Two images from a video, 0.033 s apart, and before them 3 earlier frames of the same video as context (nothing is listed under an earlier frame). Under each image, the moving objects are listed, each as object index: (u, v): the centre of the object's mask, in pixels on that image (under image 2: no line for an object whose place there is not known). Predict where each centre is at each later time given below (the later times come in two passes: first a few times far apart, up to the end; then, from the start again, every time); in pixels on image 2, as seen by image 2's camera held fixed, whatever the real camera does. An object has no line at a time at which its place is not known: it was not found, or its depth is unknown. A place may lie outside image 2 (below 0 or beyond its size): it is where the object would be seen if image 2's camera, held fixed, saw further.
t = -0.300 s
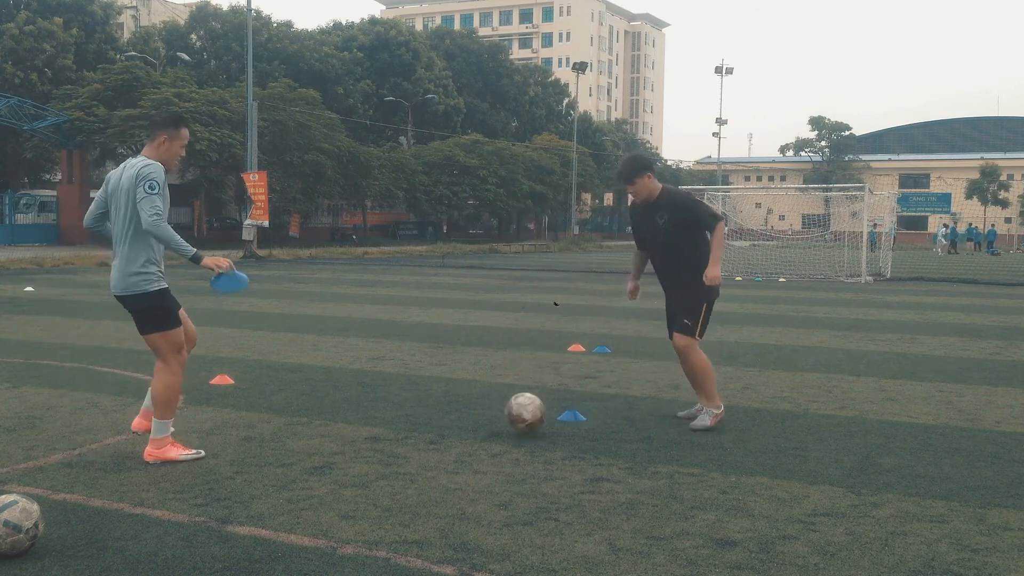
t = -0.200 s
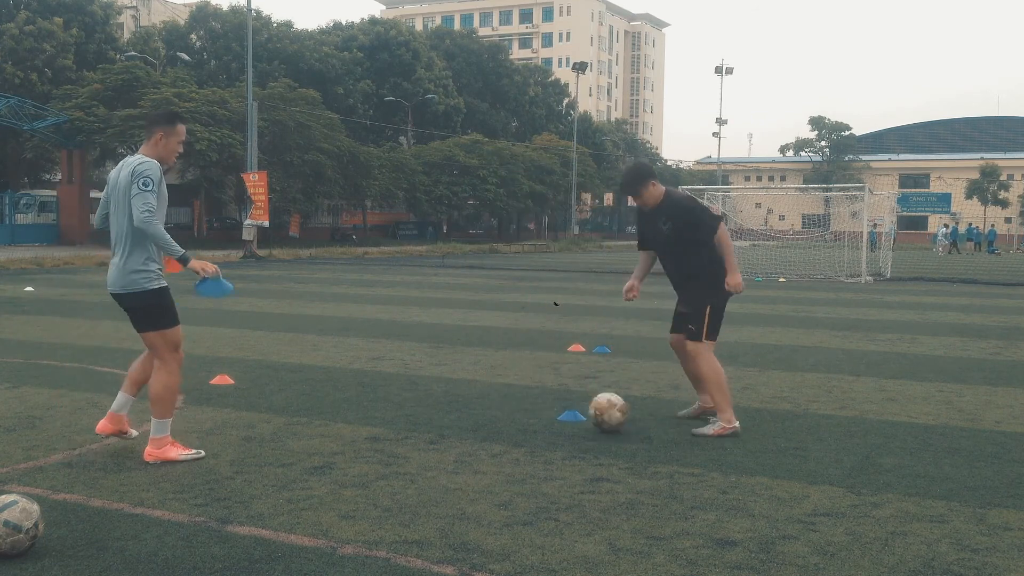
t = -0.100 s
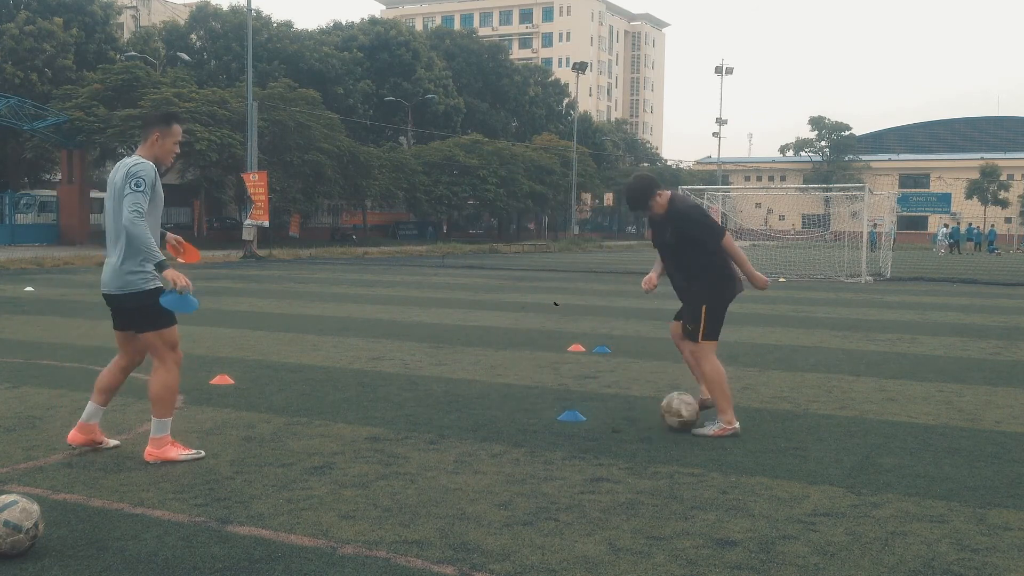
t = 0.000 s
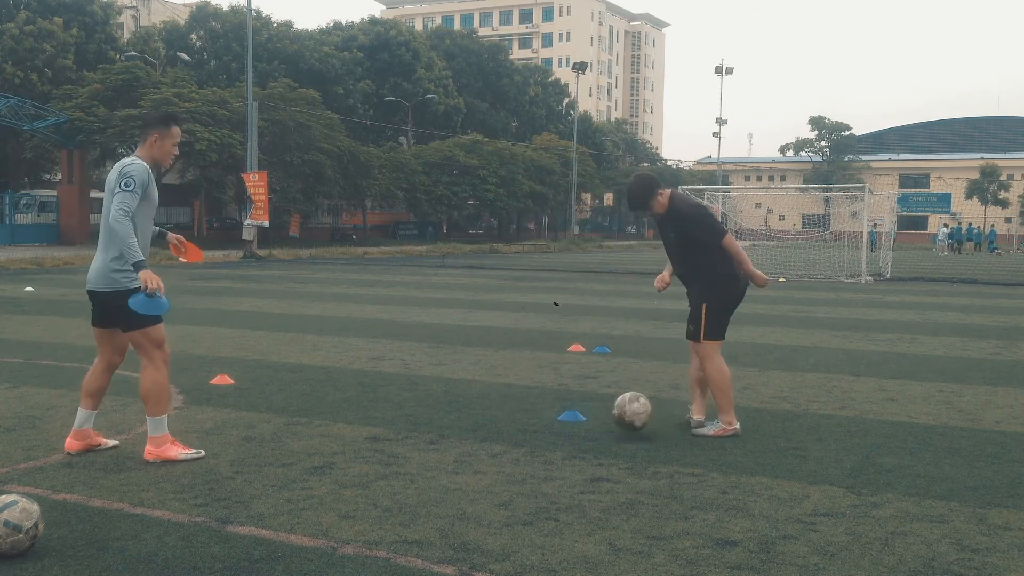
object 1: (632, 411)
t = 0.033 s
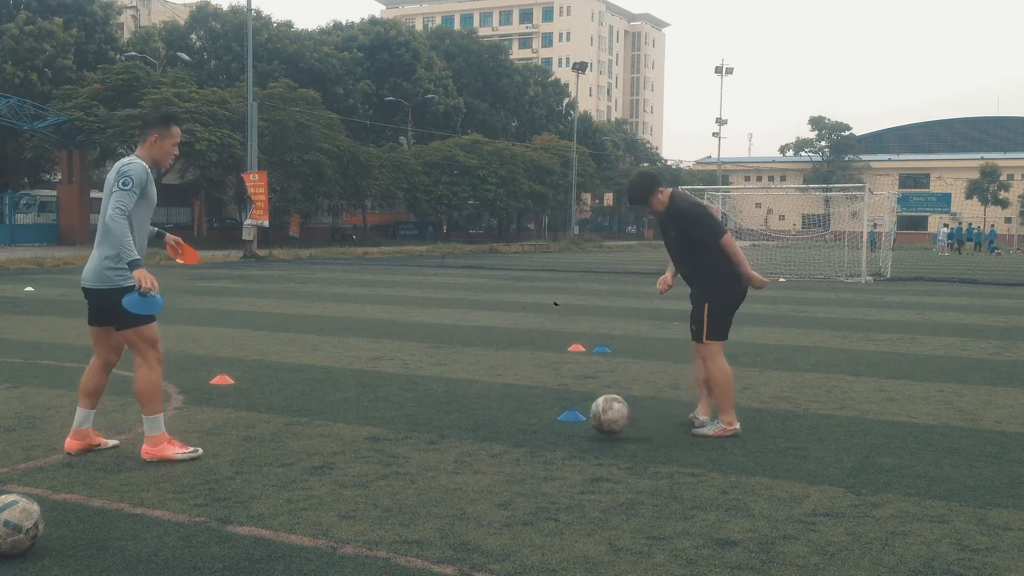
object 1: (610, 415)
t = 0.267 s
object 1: (473, 431)
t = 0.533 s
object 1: (317, 448)
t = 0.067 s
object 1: (587, 420)
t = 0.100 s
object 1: (567, 422)
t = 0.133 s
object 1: (548, 420)
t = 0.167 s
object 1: (530, 420)
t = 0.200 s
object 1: (511, 424)
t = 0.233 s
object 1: (491, 429)
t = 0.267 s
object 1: (473, 431)
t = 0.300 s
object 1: (454, 432)
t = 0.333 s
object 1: (436, 435)
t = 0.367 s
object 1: (416, 437)
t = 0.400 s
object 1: (397, 439)
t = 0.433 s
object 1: (378, 441)
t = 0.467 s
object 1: (357, 443)
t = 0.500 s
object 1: (336, 446)
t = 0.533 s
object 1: (317, 448)
